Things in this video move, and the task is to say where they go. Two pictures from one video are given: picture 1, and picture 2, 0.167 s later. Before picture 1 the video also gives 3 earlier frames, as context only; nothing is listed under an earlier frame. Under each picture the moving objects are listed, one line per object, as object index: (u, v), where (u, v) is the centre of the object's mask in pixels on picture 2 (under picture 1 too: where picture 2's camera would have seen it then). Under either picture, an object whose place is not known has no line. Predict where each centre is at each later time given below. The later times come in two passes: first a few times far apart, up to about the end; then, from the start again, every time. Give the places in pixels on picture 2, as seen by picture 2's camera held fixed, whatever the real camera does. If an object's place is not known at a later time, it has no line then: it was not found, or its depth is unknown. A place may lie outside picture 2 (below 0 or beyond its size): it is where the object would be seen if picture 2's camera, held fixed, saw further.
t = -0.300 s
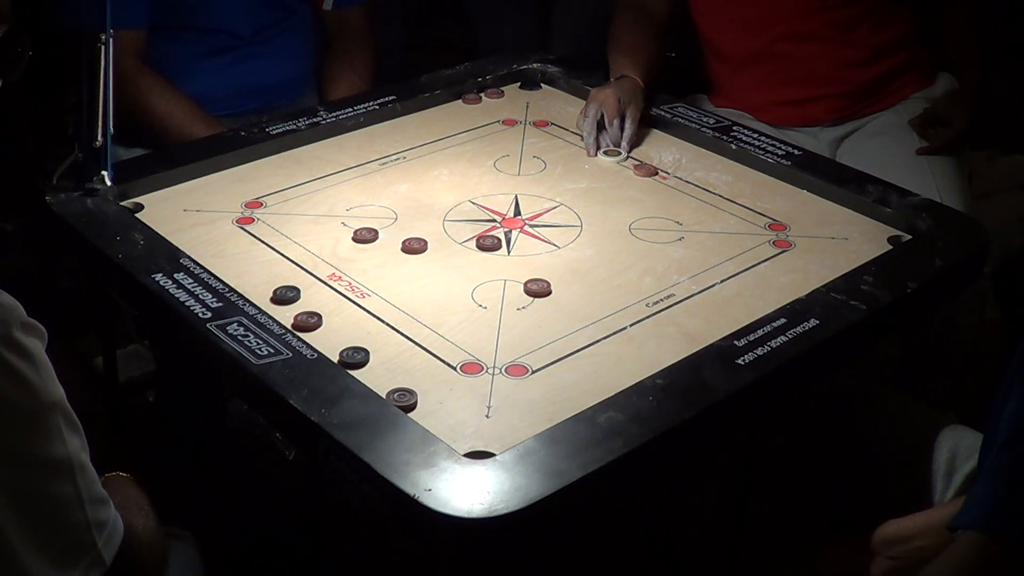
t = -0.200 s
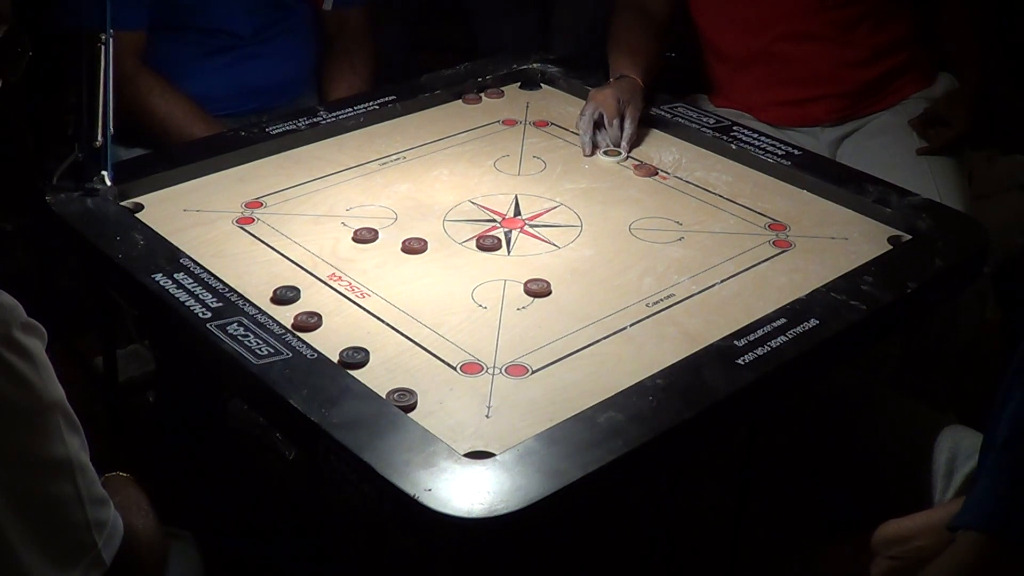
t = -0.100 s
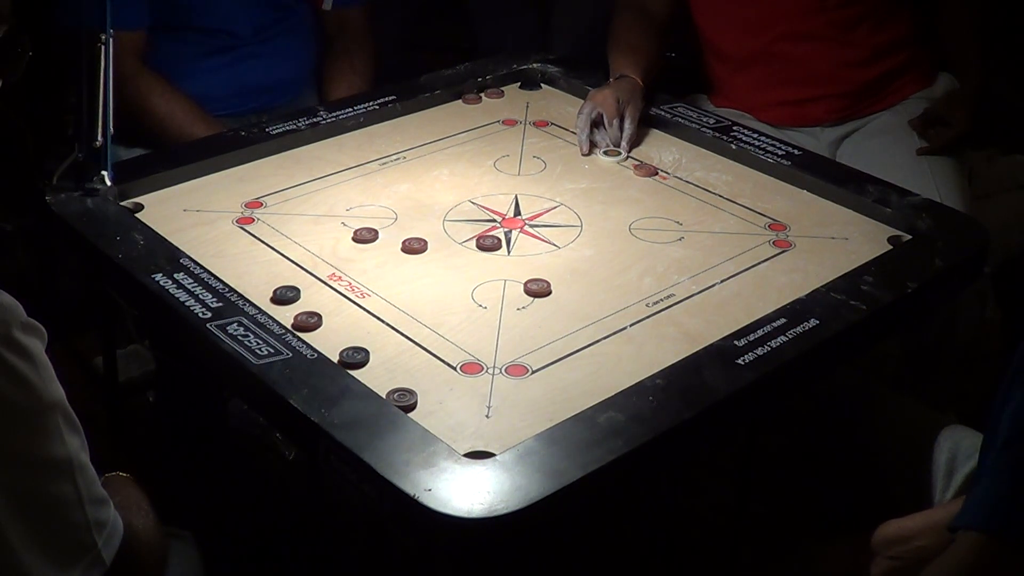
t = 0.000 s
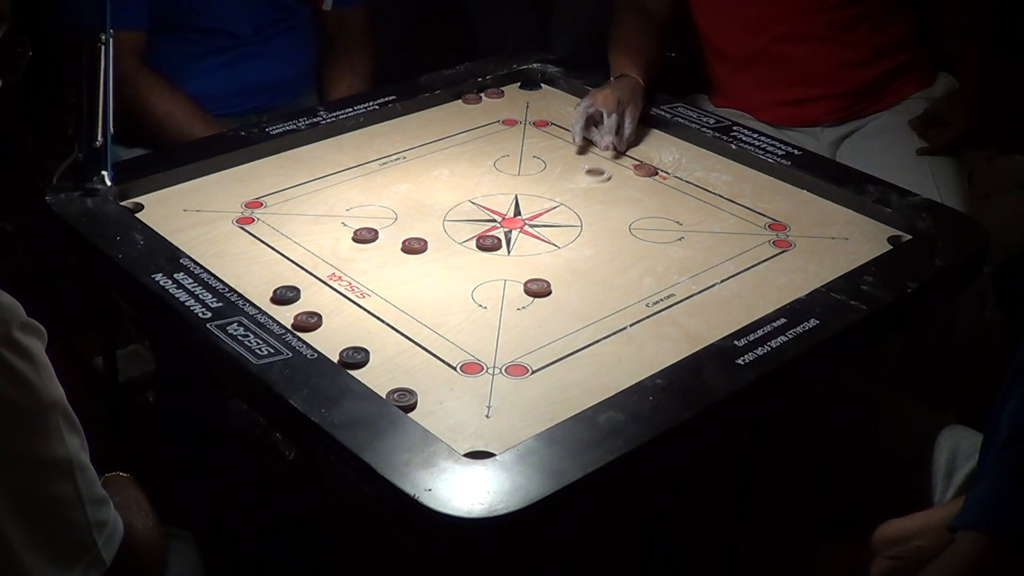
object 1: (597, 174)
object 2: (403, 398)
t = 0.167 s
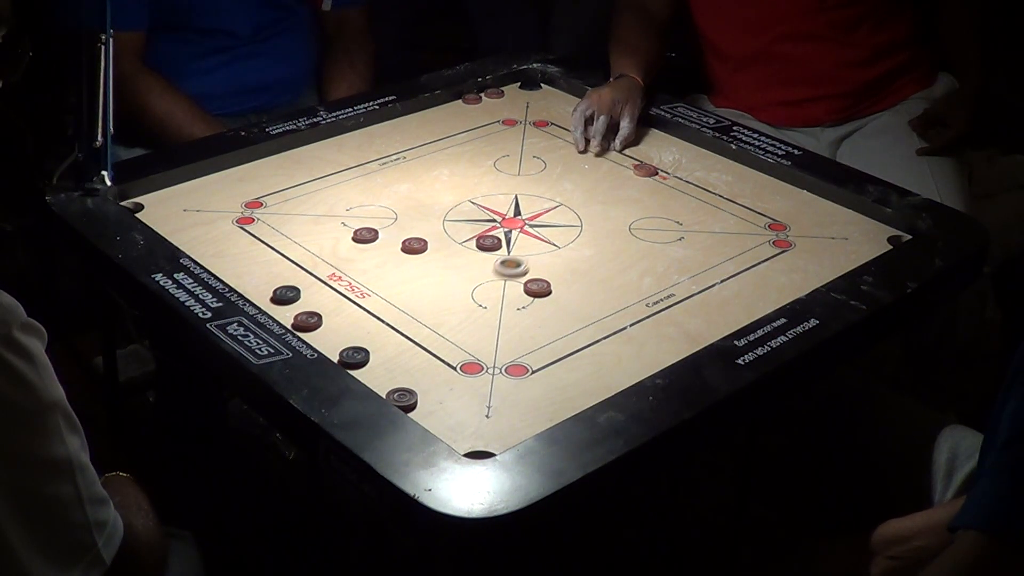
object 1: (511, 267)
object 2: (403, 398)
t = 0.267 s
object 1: (452, 331)
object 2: (403, 398)
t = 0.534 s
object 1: (455, 371)
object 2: (633, 378)
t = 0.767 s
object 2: (678, 296)
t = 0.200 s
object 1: (492, 288)
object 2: (403, 398)
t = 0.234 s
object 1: (472, 309)
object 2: (403, 398)
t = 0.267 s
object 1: (452, 331)
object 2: (403, 398)
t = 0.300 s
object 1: (430, 354)
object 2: (403, 398)
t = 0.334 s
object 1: (409, 376)
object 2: (403, 399)
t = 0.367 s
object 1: (394, 388)
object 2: (430, 407)
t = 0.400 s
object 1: (395, 390)
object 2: (476, 403)
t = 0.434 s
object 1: (410, 386)
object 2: (522, 398)
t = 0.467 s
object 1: (427, 381)
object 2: (565, 394)
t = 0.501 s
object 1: (441, 376)
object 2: (604, 387)
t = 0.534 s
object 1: (455, 371)
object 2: (633, 378)
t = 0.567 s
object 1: (468, 366)
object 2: (643, 365)
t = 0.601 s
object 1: (479, 363)
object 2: (652, 352)
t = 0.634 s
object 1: (489, 359)
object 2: (658, 338)
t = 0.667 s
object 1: (498, 356)
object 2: (664, 326)
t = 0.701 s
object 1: (506, 353)
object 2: (669, 316)
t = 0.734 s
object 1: (513, 351)
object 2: (674, 305)
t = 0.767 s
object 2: (678, 296)
